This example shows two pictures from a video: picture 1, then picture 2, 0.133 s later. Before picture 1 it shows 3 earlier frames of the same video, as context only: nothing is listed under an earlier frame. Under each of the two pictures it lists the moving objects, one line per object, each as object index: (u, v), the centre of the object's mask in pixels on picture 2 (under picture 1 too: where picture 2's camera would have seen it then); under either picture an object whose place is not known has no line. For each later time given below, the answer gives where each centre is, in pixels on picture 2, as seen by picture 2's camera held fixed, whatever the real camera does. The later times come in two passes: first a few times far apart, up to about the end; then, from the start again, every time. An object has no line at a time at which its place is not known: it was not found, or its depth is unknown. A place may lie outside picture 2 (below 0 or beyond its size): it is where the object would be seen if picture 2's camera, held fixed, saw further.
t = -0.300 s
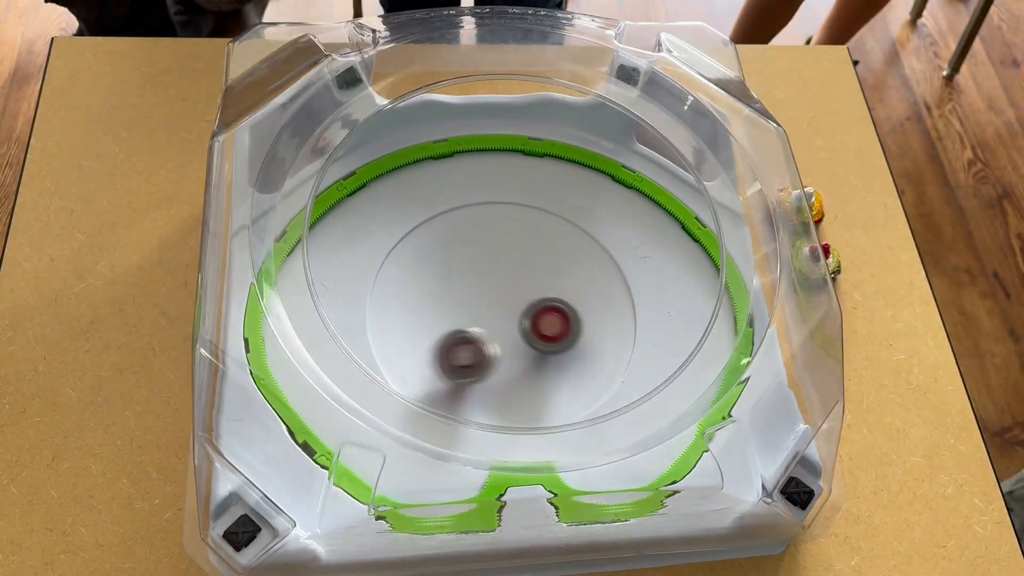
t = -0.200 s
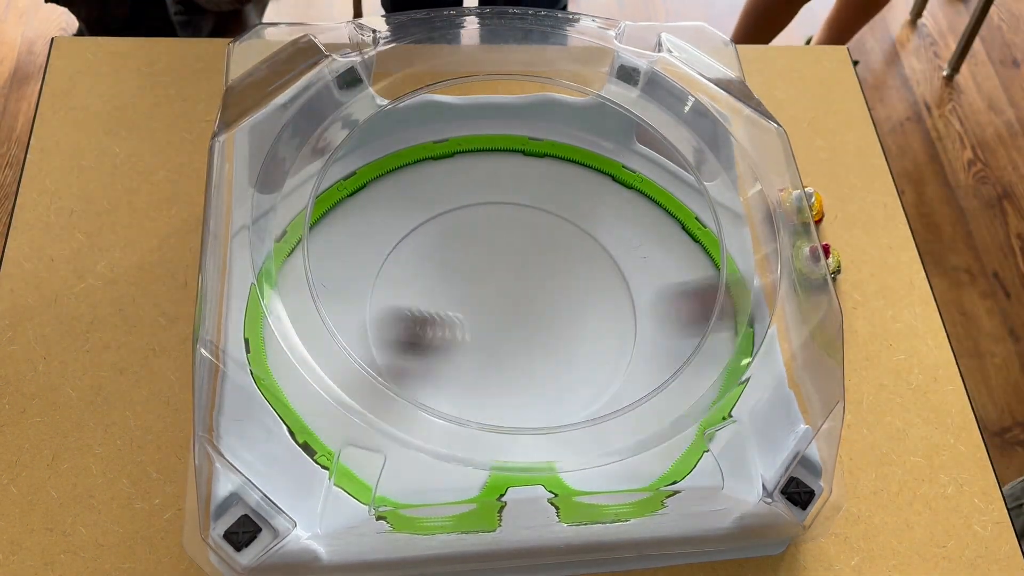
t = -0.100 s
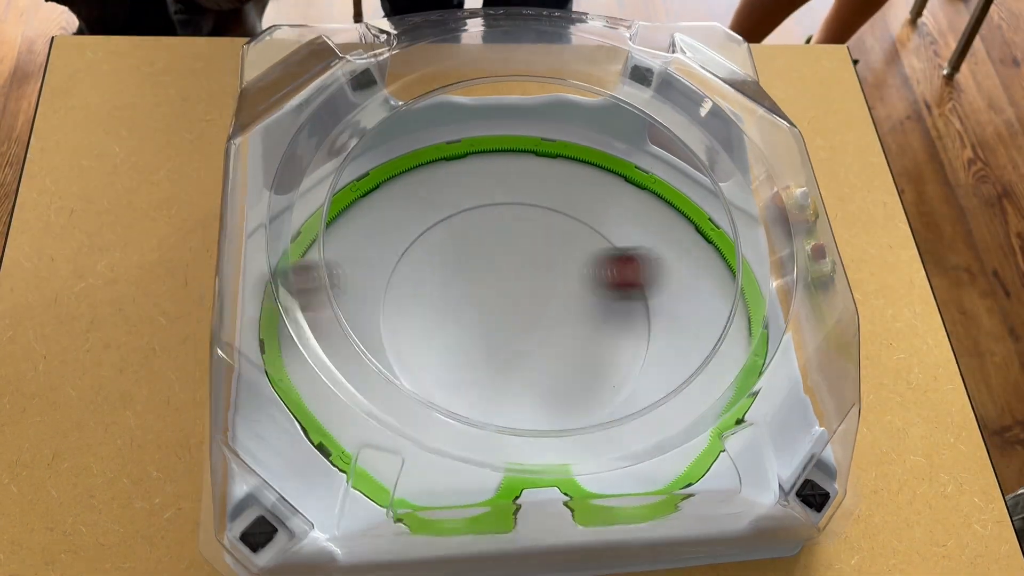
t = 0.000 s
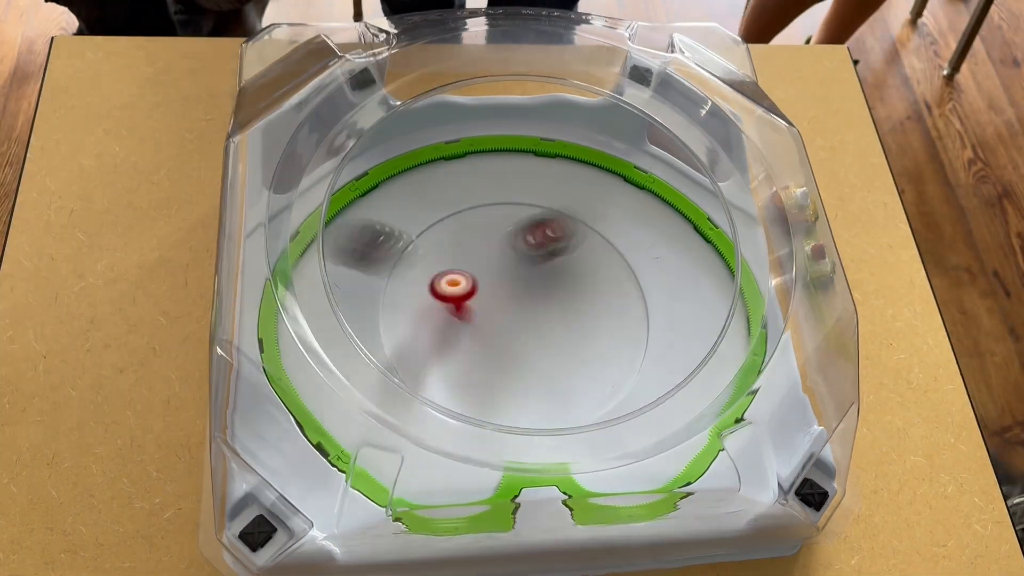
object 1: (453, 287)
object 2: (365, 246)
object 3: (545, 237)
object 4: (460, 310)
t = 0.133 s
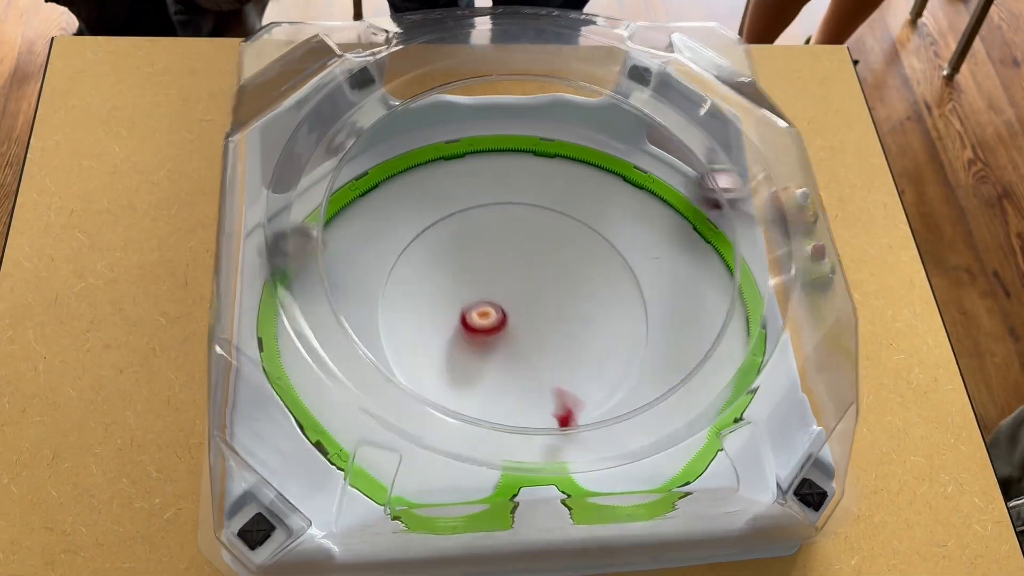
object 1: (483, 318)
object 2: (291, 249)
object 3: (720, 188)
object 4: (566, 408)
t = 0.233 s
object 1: (509, 333)
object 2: (337, 248)
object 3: (592, 193)
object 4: (631, 474)
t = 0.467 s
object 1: (535, 376)
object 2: (502, 321)
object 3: (379, 233)
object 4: (661, 279)
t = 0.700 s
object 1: (545, 435)
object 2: (715, 344)
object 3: (314, 334)
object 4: (553, 171)
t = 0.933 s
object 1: (506, 188)
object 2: (737, 266)
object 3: (381, 411)
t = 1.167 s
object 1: (518, 191)
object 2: (531, 266)
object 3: (420, 353)
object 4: (260, 308)
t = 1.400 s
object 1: (436, 156)
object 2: (513, 265)
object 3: (406, 387)
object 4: (414, 535)
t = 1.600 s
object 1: (402, 254)
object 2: (596, 249)
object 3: (428, 369)
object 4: (497, 488)
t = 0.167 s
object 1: (492, 318)
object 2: (304, 244)
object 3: (677, 187)
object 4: (588, 438)
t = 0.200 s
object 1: (501, 322)
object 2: (320, 242)
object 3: (637, 189)
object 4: (612, 455)
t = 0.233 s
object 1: (509, 333)
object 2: (337, 248)
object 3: (592, 193)
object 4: (631, 474)
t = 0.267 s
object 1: (516, 338)
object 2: (356, 255)
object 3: (557, 193)
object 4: (647, 485)
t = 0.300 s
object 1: (522, 339)
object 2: (375, 265)
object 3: (520, 195)
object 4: (656, 466)
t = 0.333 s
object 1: (527, 347)
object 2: (398, 273)
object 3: (485, 199)
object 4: (661, 418)
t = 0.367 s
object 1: (531, 361)
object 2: (421, 282)
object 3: (453, 202)
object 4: (661, 380)
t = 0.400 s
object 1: (534, 361)
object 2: (445, 295)
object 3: (425, 208)
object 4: (663, 345)
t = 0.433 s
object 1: (535, 365)
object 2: (474, 308)
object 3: (401, 222)
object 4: (661, 311)
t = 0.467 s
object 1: (535, 376)
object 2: (502, 321)
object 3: (379, 233)
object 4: (661, 279)
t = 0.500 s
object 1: (538, 389)
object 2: (535, 329)
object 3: (357, 243)
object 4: (658, 253)
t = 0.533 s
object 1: (541, 429)
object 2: (567, 337)
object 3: (342, 247)
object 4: (655, 226)
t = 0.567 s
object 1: (545, 440)
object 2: (598, 340)
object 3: (317, 251)
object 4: (654, 201)
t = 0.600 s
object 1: (547, 431)
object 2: (628, 342)
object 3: (298, 262)
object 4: (641, 183)
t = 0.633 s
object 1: (548, 427)
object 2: (658, 341)
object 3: (305, 281)
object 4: (609, 172)
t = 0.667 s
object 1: (547, 428)
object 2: (685, 340)
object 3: (313, 312)
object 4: (582, 165)
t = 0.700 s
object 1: (545, 435)
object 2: (715, 344)
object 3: (314, 334)
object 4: (553, 171)
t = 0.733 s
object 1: (541, 444)
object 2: (730, 331)
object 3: (319, 355)
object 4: (527, 167)
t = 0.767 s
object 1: (537, 390)
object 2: (738, 321)
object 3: (325, 374)
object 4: (503, 163)
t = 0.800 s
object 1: (531, 345)
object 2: (742, 313)
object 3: (335, 390)
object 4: (485, 164)
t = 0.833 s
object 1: (525, 311)
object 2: (746, 302)
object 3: (346, 398)
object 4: (472, 166)
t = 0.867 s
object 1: (519, 268)
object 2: (748, 291)
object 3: (358, 407)
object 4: (462, 171)
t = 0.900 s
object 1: (514, 224)
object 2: (745, 277)
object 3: (371, 411)
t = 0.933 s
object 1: (506, 188)
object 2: (737, 266)
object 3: (381, 411)
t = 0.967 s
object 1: (498, 164)
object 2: (720, 252)
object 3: (392, 406)
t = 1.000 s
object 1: (489, 169)
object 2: (702, 244)
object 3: (398, 399)
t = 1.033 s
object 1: (478, 183)
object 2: (666, 240)
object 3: (401, 398)
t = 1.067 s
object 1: (473, 203)
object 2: (633, 241)
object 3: (407, 387)
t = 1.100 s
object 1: (506, 222)
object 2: (596, 242)
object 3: (415, 371)
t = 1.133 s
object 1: (526, 228)
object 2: (562, 250)
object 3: (416, 363)
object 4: (249, 272)
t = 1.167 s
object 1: (518, 191)
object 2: (531, 266)
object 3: (420, 353)
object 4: (260, 308)
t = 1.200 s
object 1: (511, 161)
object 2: (501, 282)
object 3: (429, 344)
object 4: (277, 355)
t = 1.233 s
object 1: (502, 134)
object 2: (479, 288)
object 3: (439, 337)
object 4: (298, 388)
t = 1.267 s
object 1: (490, 119)
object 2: (468, 295)
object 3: (436, 340)
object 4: (322, 420)
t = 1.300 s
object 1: (476, 115)
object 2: (477, 283)
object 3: (425, 355)
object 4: (340, 452)
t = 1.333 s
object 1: (463, 119)
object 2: (490, 270)
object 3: (418, 369)
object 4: (370, 483)
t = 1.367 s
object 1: (449, 134)
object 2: (502, 264)
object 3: (412, 379)
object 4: (390, 511)
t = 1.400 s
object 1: (436, 156)
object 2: (513, 265)
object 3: (406, 387)
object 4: (414, 535)
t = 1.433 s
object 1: (424, 185)
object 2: (524, 270)
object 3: (405, 391)
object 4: (433, 534)
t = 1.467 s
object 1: (415, 202)
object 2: (542, 255)
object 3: (407, 388)
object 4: (452, 525)
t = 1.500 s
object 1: (411, 207)
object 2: (559, 252)
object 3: (412, 382)
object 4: (466, 519)
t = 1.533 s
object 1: (407, 221)
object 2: (572, 257)
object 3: (416, 377)
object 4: (479, 508)
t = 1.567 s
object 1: (402, 241)
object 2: (585, 251)
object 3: (423, 371)
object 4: (489, 503)
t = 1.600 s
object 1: (402, 254)
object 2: (596, 249)
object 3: (428, 369)
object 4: (497, 488)
